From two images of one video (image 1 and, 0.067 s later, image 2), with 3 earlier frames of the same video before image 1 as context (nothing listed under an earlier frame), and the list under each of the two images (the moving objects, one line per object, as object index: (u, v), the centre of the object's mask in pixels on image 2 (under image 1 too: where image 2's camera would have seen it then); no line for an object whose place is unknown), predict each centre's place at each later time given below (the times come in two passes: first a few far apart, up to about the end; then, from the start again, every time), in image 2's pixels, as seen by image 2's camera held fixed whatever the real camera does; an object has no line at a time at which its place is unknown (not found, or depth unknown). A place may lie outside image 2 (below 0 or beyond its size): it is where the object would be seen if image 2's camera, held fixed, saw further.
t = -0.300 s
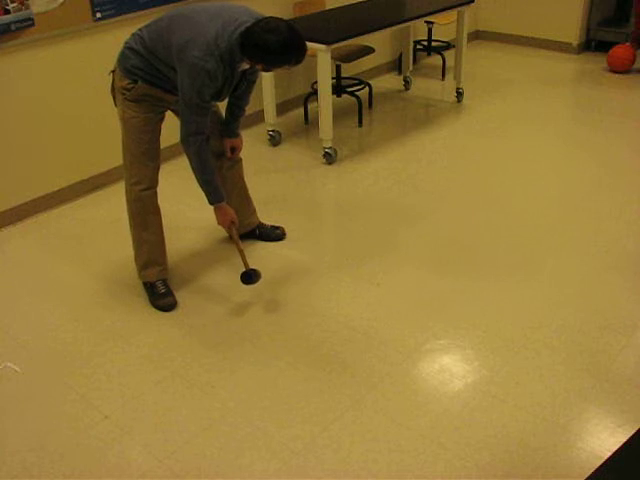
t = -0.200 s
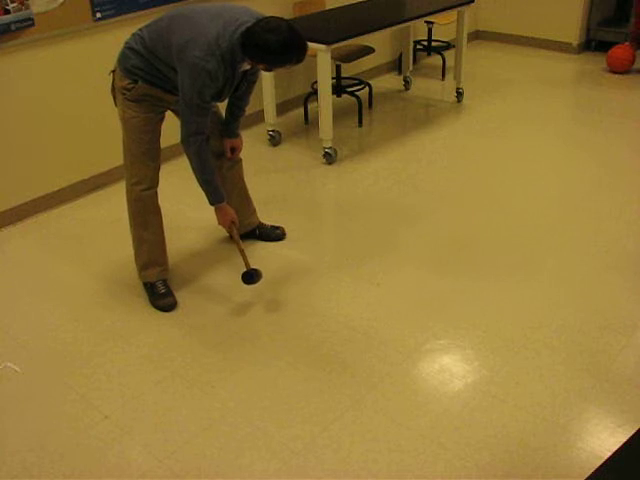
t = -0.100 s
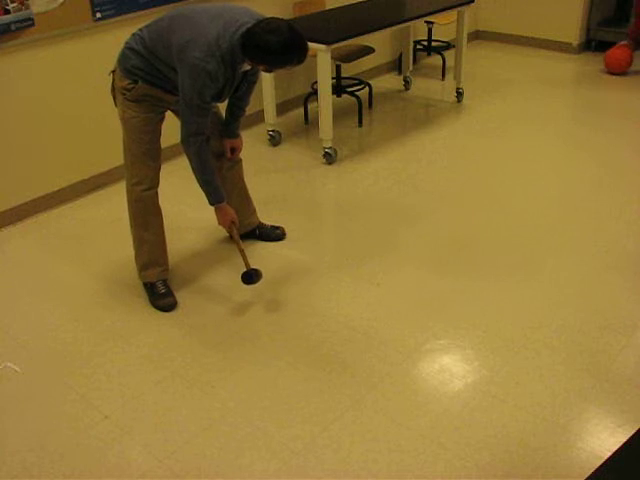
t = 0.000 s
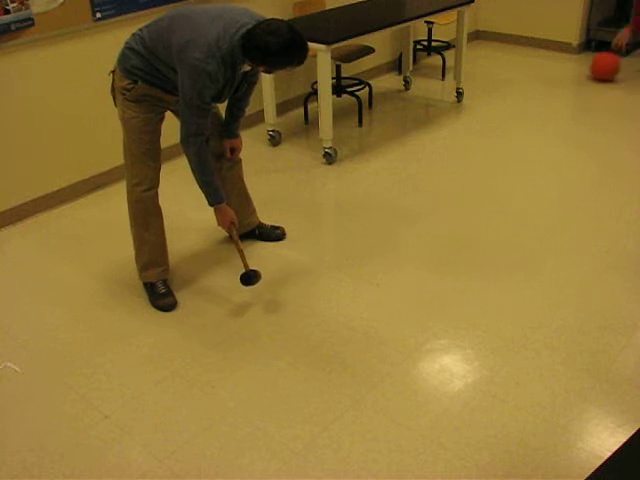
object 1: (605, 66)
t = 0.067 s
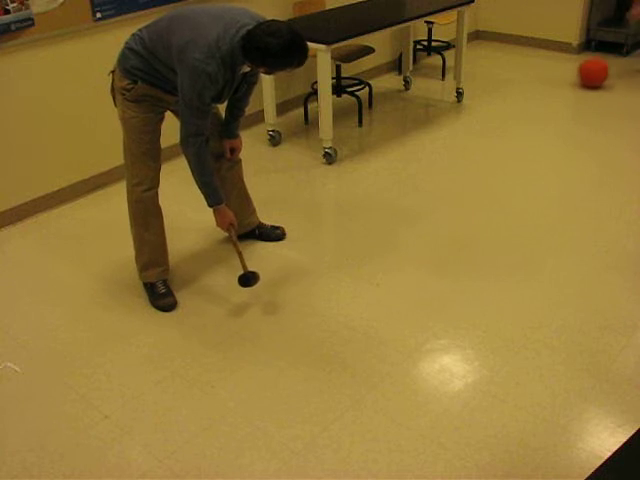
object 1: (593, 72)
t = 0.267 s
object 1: (558, 93)
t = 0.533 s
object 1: (503, 125)
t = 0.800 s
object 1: (432, 167)
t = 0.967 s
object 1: (377, 199)
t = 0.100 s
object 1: (588, 76)
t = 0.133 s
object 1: (582, 79)
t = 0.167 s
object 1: (576, 82)
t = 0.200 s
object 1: (570, 86)
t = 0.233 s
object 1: (565, 89)
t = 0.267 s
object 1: (558, 93)
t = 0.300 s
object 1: (552, 96)
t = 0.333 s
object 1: (546, 100)
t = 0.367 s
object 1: (539, 104)
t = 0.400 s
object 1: (532, 108)
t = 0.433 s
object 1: (526, 112)
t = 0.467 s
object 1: (518, 116)
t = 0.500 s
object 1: (511, 120)
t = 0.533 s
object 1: (503, 125)
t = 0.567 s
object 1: (496, 129)
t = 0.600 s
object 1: (487, 134)
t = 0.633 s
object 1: (479, 139)
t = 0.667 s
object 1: (470, 144)
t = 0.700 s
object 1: (461, 150)
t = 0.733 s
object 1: (452, 155)
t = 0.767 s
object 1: (442, 160)
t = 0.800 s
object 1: (432, 167)
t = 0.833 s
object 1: (422, 172)
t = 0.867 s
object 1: (411, 179)
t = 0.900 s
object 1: (400, 186)
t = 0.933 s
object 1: (389, 192)
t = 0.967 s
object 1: (377, 199)
